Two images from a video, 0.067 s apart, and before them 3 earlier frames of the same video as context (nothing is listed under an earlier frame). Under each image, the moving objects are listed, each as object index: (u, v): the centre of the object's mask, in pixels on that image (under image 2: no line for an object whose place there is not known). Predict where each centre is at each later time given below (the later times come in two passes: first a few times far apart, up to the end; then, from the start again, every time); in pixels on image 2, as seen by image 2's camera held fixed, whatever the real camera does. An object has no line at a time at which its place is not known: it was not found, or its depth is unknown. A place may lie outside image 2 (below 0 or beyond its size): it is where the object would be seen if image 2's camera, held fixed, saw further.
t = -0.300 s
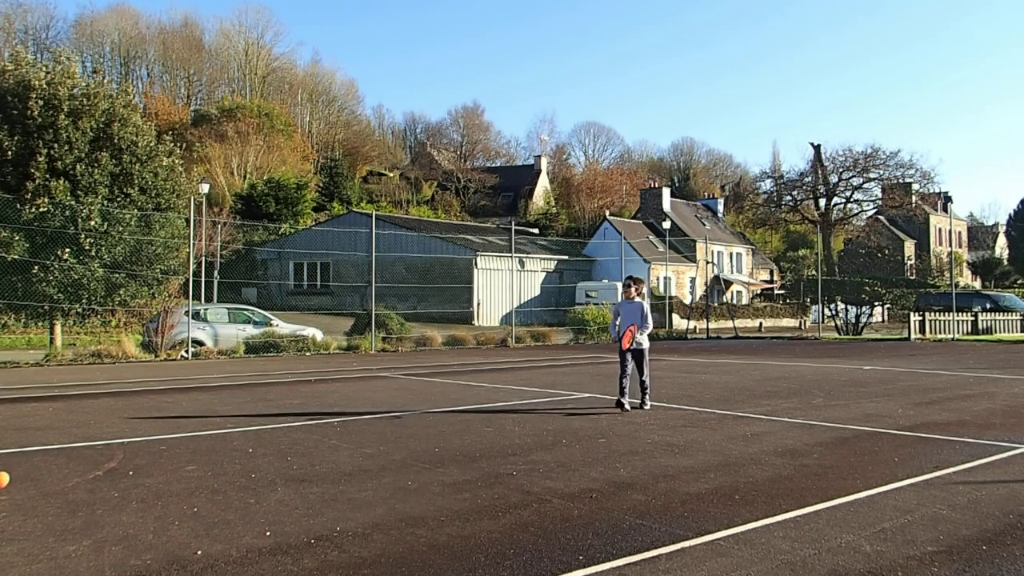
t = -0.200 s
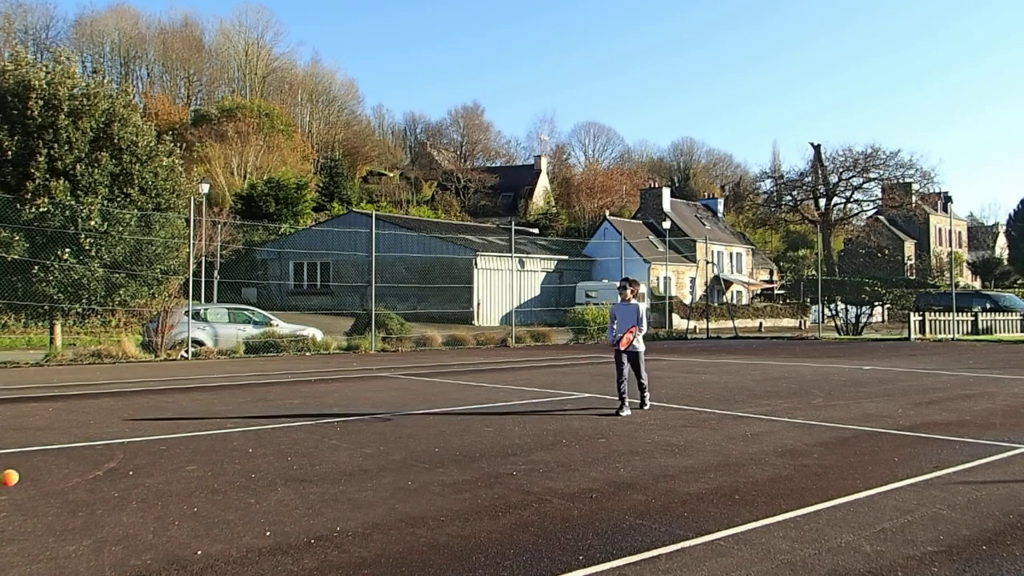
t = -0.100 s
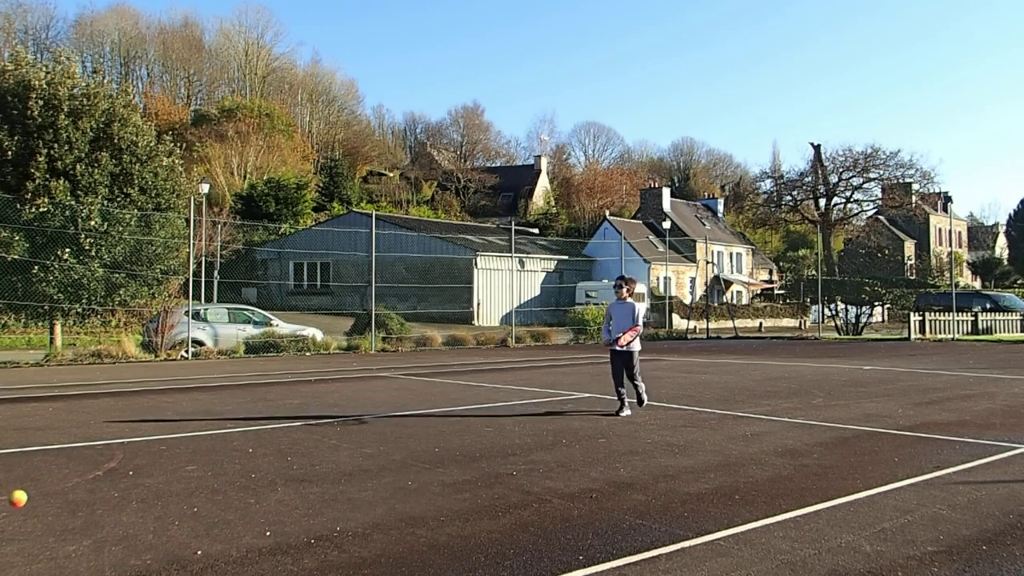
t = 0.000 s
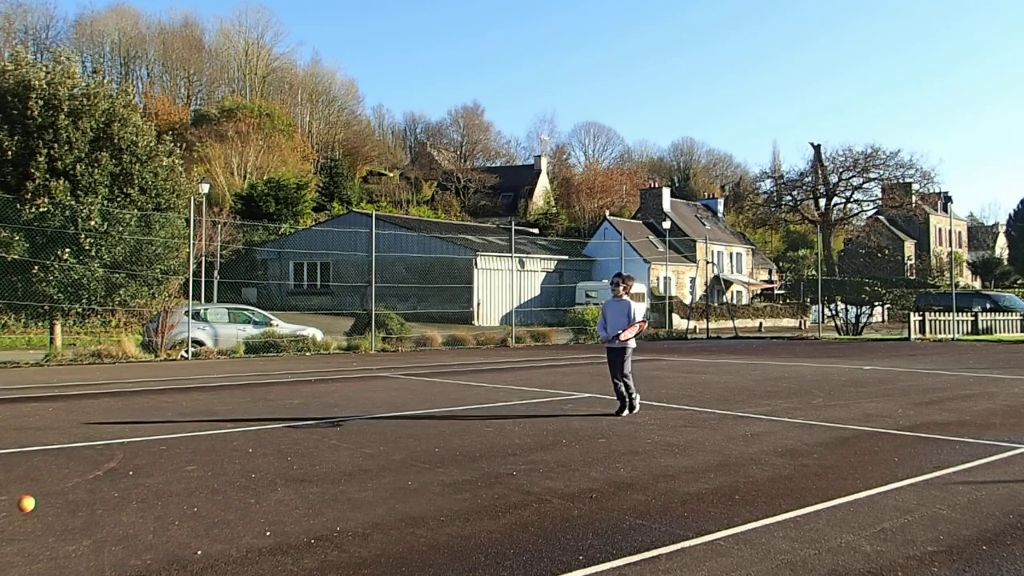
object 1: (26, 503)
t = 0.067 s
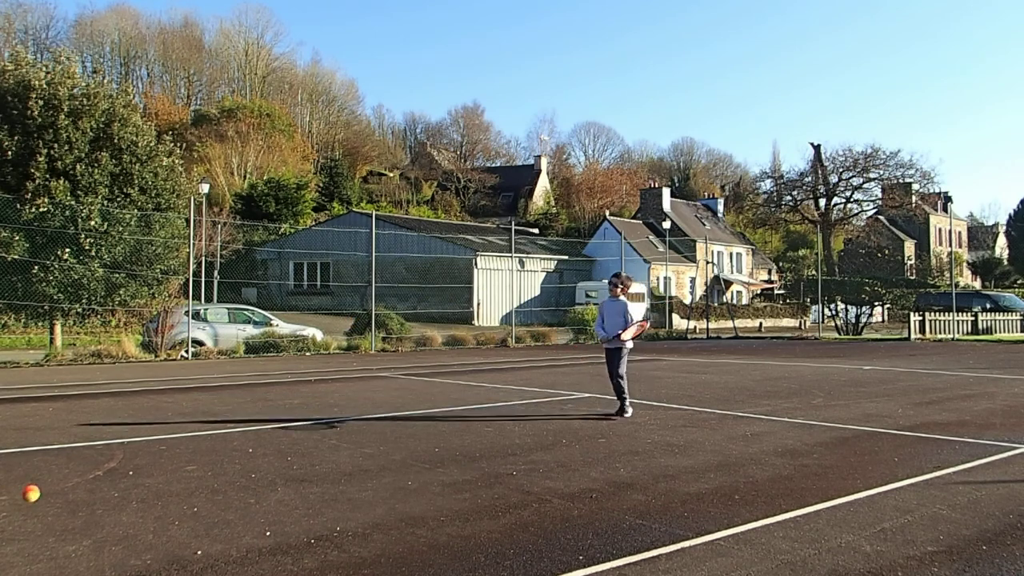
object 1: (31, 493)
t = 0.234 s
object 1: (44, 512)
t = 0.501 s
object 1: (65, 521)
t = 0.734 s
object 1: (84, 519)
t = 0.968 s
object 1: (102, 526)
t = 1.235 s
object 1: (123, 529)
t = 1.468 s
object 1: (141, 532)
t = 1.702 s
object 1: (157, 533)
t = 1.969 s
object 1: (174, 536)
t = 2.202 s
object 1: (187, 537)
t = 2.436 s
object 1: (200, 538)
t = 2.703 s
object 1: (212, 539)
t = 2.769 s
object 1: (214, 540)
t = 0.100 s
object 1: (33, 492)
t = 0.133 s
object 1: (36, 493)
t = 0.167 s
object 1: (39, 496)
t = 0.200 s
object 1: (42, 503)
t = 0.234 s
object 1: (44, 512)
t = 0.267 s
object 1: (47, 518)
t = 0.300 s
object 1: (49, 510)
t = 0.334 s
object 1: (52, 506)
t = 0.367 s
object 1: (54, 504)
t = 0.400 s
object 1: (57, 504)
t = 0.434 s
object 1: (60, 507)
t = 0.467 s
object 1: (62, 513)
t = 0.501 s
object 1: (65, 521)
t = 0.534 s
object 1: (67, 517)
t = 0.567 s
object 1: (70, 513)
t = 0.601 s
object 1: (73, 512)
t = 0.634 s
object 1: (75, 514)
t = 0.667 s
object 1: (78, 518)
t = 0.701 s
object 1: (81, 523)
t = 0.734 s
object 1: (84, 519)
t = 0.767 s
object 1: (86, 518)
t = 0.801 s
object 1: (89, 519)
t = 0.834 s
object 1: (91, 523)
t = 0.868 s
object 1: (94, 524)
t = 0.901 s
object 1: (97, 522)
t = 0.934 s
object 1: (99, 523)
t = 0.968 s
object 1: (102, 526)
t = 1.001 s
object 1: (104, 525)
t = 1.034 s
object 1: (107, 525)
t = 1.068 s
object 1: (110, 527)
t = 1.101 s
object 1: (112, 527)
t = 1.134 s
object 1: (115, 527)
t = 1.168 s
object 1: (118, 528)
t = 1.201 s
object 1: (120, 528)
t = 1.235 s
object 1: (123, 529)
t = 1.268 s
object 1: (126, 530)
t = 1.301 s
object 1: (128, 530)
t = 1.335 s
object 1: (130, 531)
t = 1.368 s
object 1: (133, 531)
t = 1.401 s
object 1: (136, 531)
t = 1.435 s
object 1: (138, 532)
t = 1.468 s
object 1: (141, 532)
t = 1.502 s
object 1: (143, 532)
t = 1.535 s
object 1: (145, 532)
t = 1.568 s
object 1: (148, 533)
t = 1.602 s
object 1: (150, 533)
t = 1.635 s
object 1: (152, 533)
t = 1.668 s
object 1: (155, 533)
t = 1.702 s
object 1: (157, 533)
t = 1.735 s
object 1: (160, 534)
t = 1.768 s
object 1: (162, 534)
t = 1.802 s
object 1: (164, 535)
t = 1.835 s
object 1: (166, 535)
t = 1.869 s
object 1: (168, 535)
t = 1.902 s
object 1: (170, 536)
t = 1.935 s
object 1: (172, 536)
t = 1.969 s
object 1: (174, 536)
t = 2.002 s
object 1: (176, 536)
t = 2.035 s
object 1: (178, 537)
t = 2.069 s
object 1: (179, 537)
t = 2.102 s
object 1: (181, 537)
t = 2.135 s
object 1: (183, 537)
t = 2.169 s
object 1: (185, 537)
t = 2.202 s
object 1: (187, 537)
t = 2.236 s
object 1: (189, 537)
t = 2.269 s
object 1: (191, 537)
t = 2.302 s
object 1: (192, 537)
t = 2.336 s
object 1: (194, 537)
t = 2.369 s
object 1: (196, 537)
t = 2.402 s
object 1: (198, 538)
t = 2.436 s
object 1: (200, 538)
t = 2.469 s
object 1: (201, 538)
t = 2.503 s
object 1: (203, 538)
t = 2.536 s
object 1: (205, 538)
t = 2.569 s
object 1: (206, 539)
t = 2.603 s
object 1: (208, 539)
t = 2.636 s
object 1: (209, 539)
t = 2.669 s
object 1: (211, 539)
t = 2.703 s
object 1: (212, 539)
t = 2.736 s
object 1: (213, 540)
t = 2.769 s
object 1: (214, 540)
